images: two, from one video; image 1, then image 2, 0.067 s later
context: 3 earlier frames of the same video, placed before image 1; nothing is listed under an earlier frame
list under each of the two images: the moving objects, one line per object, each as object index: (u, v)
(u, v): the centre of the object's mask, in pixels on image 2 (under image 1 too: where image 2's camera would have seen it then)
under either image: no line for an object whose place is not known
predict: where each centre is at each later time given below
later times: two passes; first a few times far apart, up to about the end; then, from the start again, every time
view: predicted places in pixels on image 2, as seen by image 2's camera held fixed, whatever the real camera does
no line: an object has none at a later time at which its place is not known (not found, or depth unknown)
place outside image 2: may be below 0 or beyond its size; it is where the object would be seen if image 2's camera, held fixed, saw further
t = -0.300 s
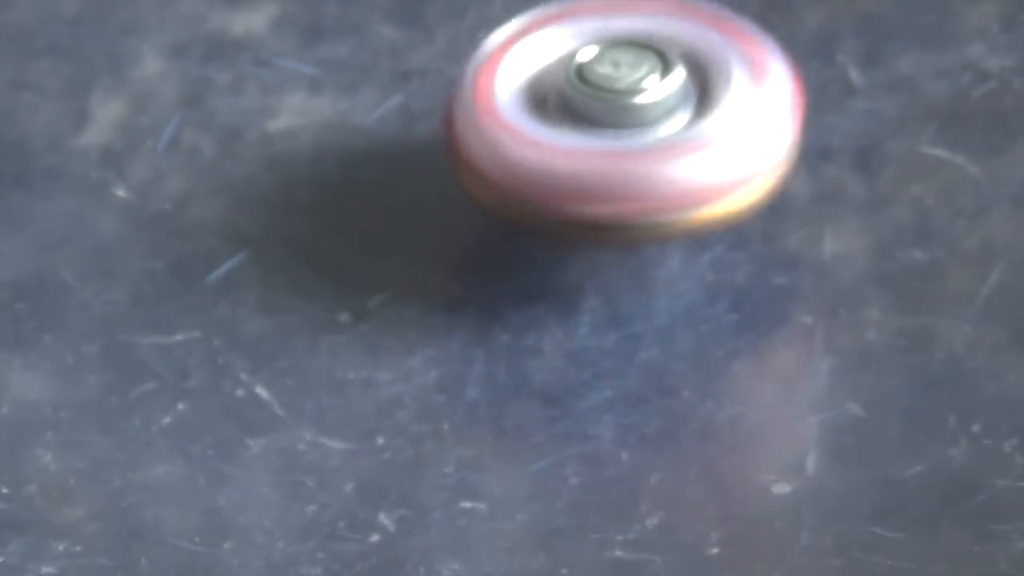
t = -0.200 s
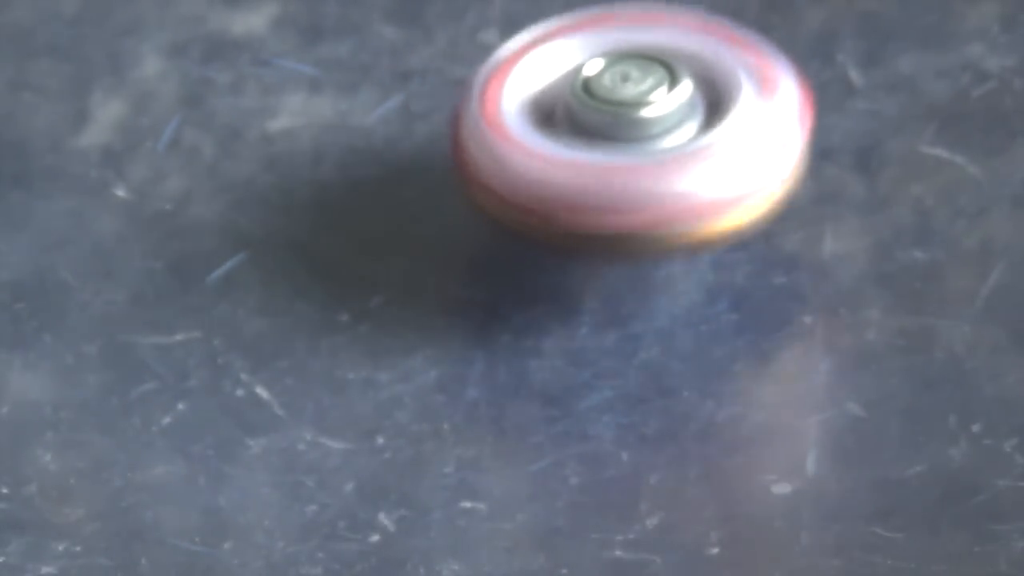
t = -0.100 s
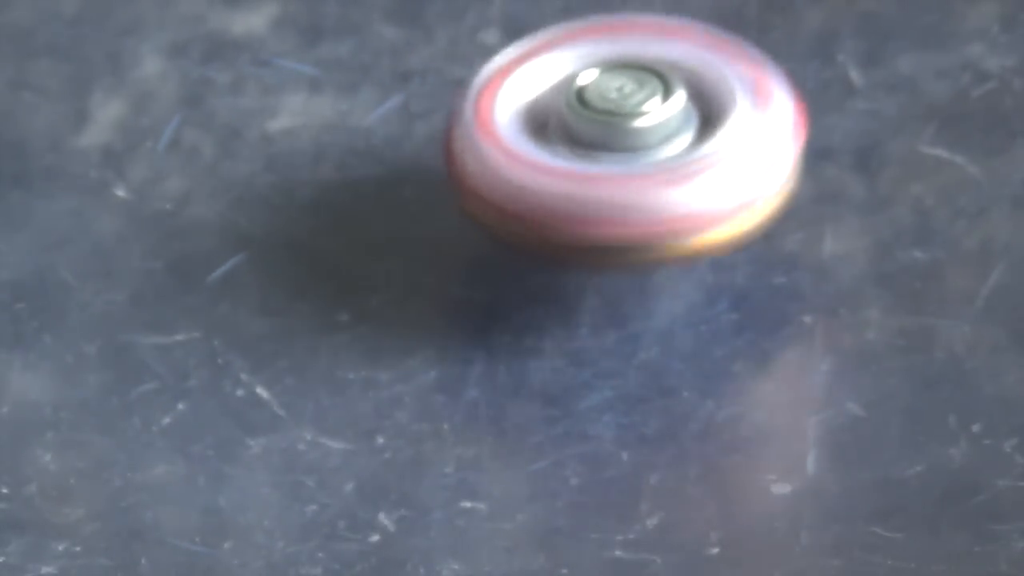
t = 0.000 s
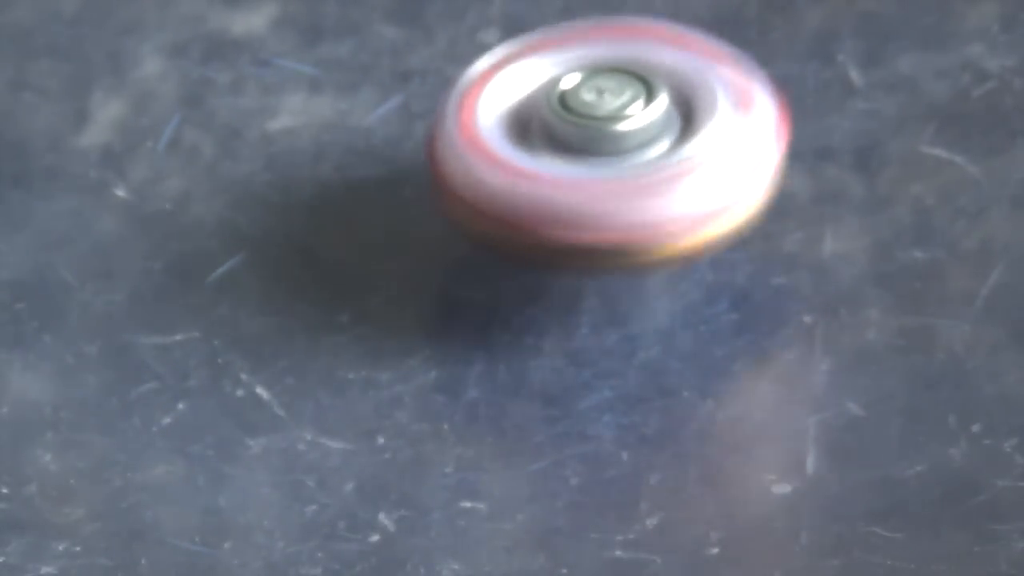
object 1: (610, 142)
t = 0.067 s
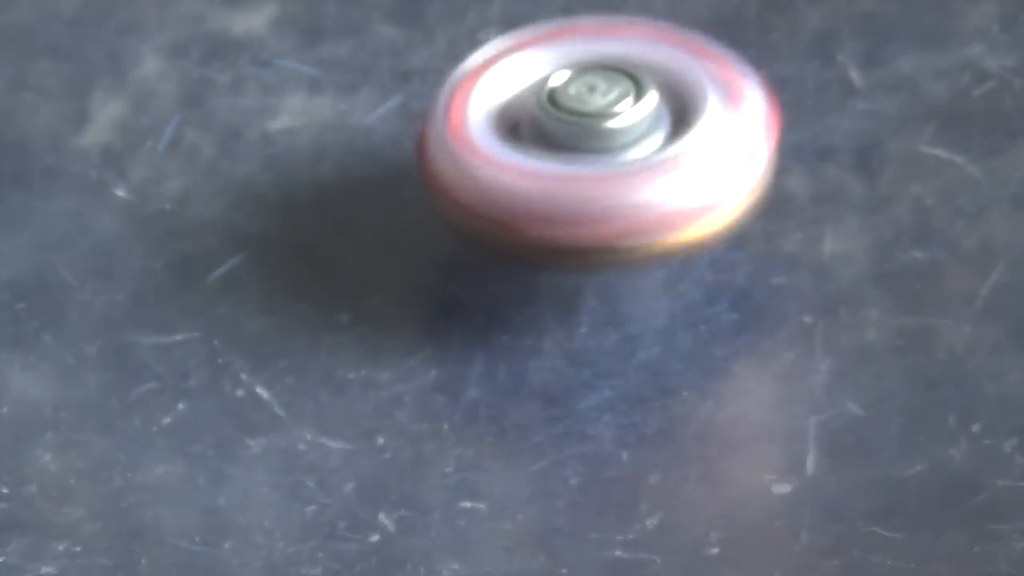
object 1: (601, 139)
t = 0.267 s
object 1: (616, 119)
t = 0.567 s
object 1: (652, 129)
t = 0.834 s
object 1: (615, 125)
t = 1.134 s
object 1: (648, 113)
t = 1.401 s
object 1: (615, 123)
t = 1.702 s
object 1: (629, 106)
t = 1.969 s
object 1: (615, 128)
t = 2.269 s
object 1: (605, 115)
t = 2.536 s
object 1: (636, 128)
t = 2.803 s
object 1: (601, 135)
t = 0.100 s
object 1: (600, 136)
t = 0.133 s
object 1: (600, 131)
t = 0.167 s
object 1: (604, 127)
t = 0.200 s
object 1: (607, 124)
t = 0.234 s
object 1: (611, 122)
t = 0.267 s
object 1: (616, 119)
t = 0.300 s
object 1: (621, 116)
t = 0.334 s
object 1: (628, 115)
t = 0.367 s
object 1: (633, 116)
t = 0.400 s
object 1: (637, 118)
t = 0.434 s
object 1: (643, 120)
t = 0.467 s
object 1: (647, 122)
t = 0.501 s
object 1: (651, 123)
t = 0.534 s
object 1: (652, 127)
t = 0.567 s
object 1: (652, 129)
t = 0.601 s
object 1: (648, 134)
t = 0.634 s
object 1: (643, 137)
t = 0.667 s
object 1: (638, 137)
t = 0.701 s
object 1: (631, 136)
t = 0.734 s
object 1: (625, 135)
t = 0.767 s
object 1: (620, 132)
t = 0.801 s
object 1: (616, 129)
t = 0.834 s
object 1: (615, 125)
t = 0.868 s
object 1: (614, 119)
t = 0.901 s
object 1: (614, 116)
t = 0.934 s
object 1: (617, 112)
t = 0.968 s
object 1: (621, 110)
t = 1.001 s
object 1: (629, 108)
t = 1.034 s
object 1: (636, 108)
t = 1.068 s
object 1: (641, 108)
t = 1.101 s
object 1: (645, 110)
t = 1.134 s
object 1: (648, 113)
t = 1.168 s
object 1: (648, 116)
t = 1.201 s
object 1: (648, 118)
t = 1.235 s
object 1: (644, 121)
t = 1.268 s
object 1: (641, 123)
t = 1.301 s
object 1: (636, 125)
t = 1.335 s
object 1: (630, 127)
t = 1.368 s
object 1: (623, 126)
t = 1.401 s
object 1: (615, 123)
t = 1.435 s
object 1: (609, 121)
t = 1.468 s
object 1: (605, 118)
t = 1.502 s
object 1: (604, 117)
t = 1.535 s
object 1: (604, 113)
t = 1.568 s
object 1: (605, 111)
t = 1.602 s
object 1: (607, 108)
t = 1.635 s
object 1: (613, 105)
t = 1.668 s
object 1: (621, 105)
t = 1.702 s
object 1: (629, 106)
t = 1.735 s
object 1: (635, 108)
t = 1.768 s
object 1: (638, 111)
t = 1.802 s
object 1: (639, 116)
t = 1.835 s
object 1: (636, 120)
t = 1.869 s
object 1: (632, 123)
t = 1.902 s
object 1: (627, 127)
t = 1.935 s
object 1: (621, 128)
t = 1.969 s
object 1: (615, 128)
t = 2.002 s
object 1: (609, 129)
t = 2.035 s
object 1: (604, 129)
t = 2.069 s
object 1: (600, 128)
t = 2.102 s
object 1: (595, 126)
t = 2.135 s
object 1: (592, 124)
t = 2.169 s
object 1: (591, 121)
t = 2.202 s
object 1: (594, 119)
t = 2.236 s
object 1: (599, 117)
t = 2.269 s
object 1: (605, 115)
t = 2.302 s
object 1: (610, 114)
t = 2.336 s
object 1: (616, 114)
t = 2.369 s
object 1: (621, 114)
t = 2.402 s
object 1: (627, 115)
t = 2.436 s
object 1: (631, 117)
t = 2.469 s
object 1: (633, 119)
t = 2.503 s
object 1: (635, 123)
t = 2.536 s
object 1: (636, 128)
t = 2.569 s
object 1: (637, 133)
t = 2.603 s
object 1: (633, 136)
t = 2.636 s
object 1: (628, 138)
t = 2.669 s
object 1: (621, 140)
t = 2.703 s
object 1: (616, 141)
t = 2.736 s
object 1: (607, 141)
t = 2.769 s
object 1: (603, 138)
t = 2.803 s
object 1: (601, 135)
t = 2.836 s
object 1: (601, 132)
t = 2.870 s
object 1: (602, 126)
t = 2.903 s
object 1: (605, 125)
